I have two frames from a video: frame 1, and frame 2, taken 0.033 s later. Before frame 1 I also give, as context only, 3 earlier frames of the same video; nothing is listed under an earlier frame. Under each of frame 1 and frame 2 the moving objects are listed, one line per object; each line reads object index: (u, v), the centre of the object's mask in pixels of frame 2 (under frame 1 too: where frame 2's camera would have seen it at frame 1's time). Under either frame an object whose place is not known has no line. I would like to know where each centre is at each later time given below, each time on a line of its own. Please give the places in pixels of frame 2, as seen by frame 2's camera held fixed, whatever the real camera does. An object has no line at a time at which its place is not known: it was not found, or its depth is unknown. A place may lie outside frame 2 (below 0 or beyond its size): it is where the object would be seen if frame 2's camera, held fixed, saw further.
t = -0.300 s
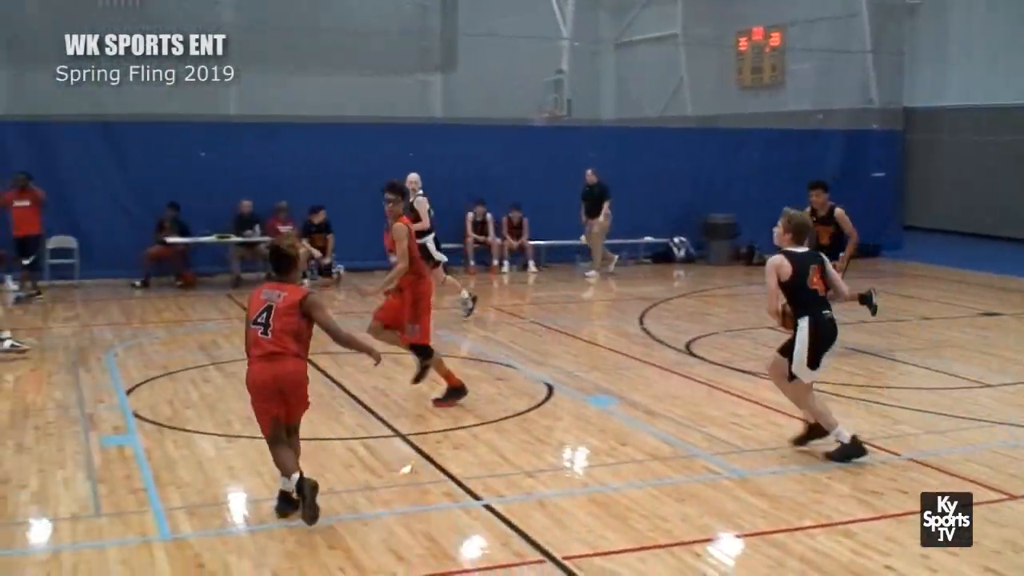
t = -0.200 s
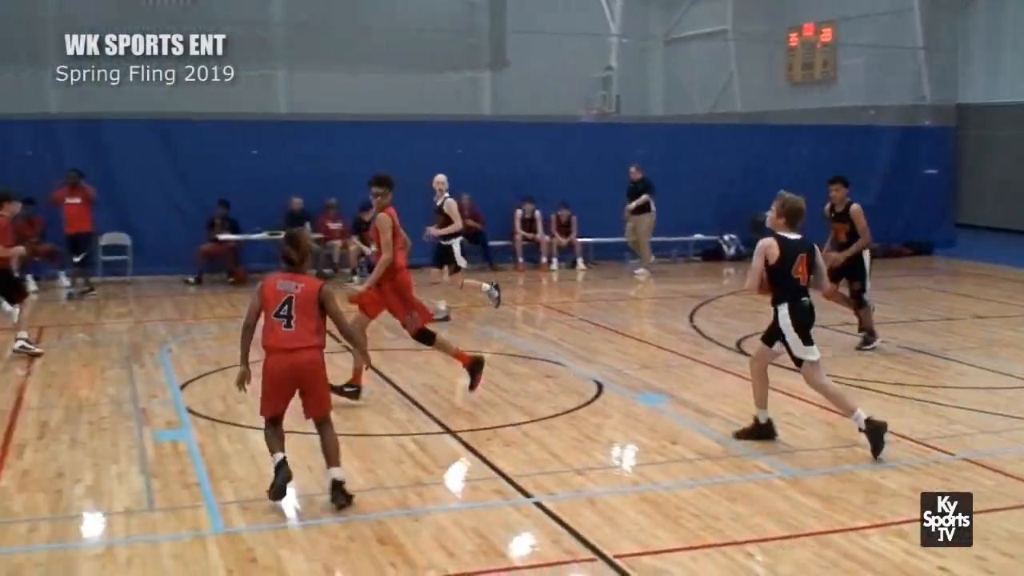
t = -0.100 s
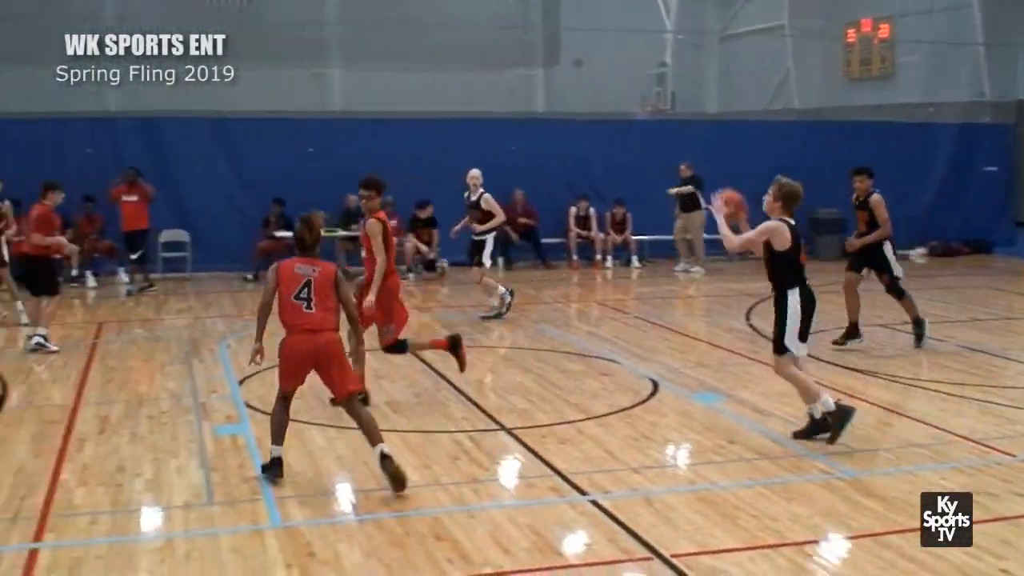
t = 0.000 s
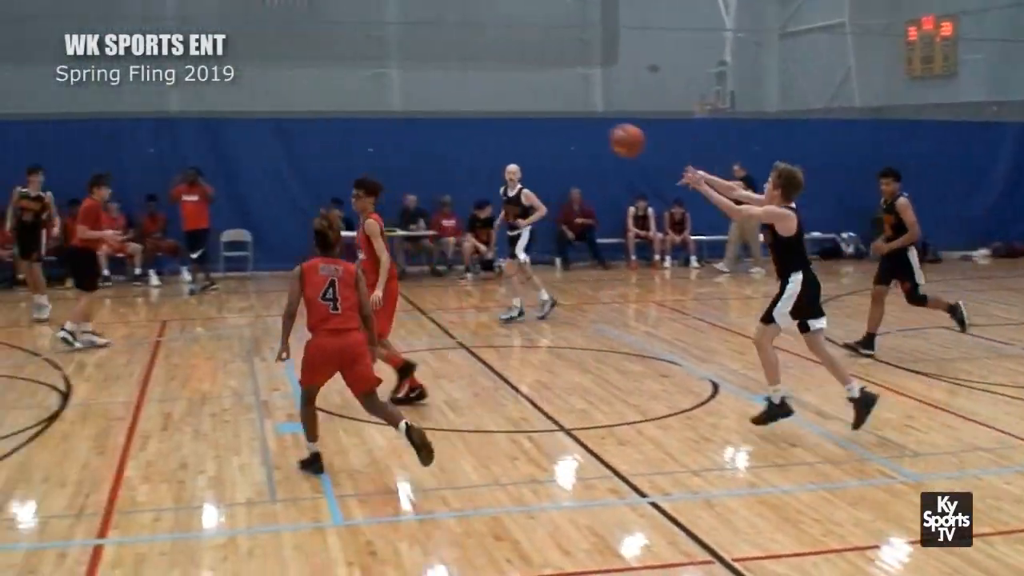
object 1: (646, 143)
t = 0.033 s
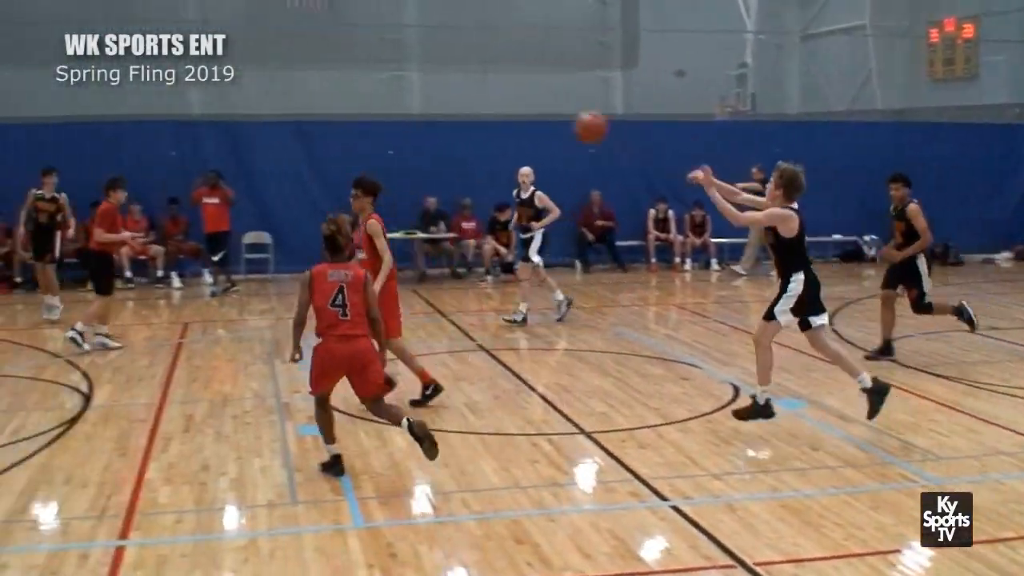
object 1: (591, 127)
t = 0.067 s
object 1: (536, 112)
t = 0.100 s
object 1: (484, 100)
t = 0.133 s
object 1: (434, 88)
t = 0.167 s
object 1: (385, 79)
